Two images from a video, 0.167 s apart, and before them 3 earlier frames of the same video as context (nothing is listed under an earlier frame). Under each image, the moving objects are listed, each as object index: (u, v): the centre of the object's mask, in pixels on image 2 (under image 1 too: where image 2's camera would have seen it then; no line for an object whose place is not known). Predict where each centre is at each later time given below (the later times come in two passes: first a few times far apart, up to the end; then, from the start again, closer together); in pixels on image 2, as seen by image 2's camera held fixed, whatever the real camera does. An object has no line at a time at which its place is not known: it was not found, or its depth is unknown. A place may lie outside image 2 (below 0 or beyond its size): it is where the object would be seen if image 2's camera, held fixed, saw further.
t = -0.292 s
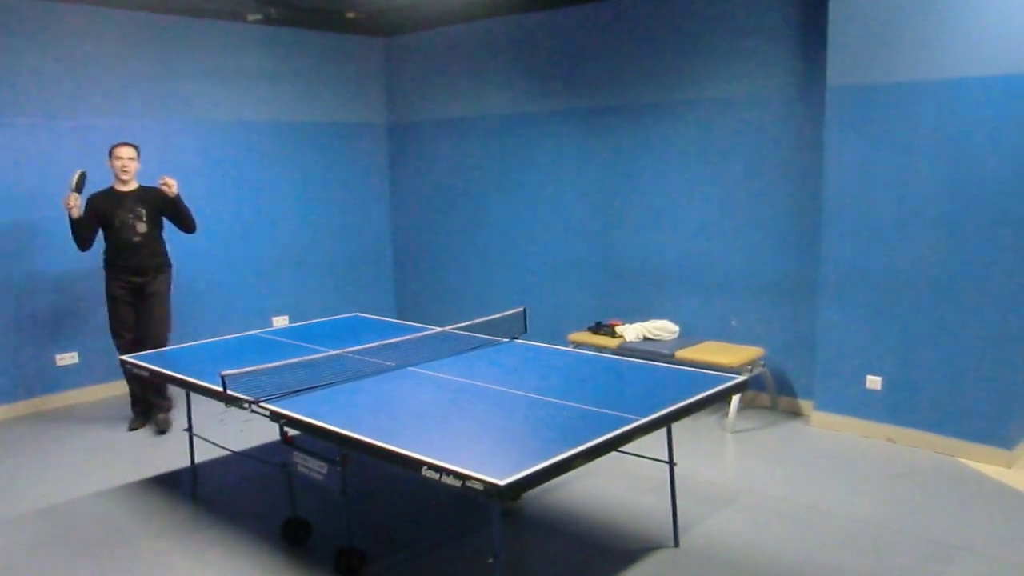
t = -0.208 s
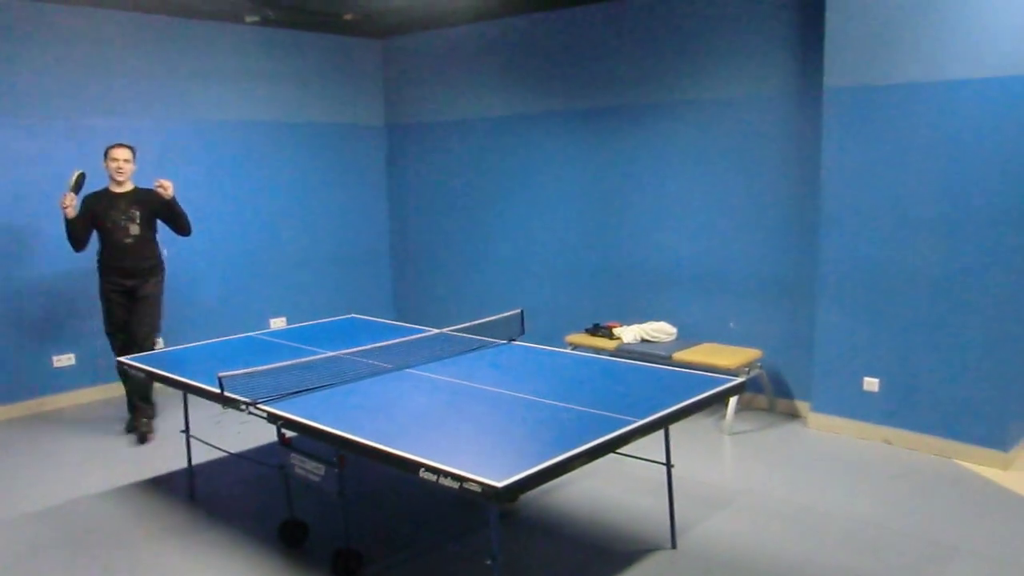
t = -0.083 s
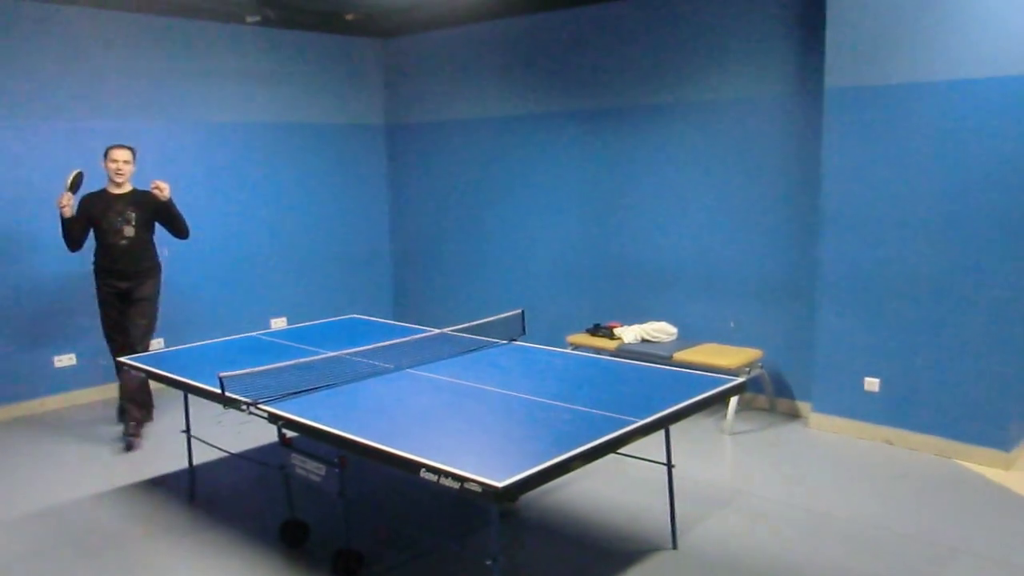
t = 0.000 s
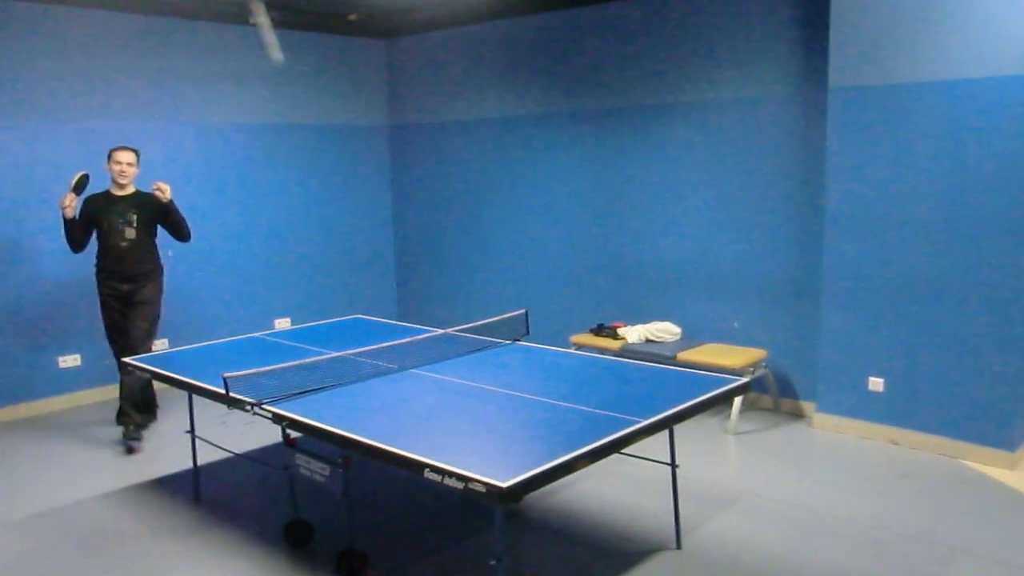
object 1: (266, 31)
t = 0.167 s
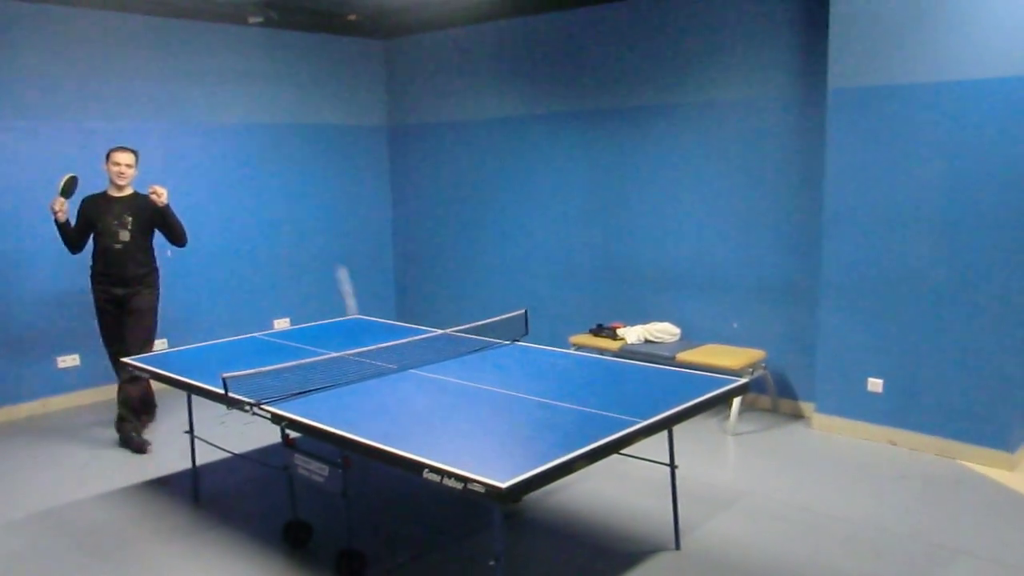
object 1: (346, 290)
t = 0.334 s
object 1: (393, 336)
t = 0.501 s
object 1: (437, 192)
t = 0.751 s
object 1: (506, 138)
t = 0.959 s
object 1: (558, 214)
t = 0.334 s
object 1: (393, 336)
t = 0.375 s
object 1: (403, 291)
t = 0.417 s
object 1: (413, 253)
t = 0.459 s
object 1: (425, 220)
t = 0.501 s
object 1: (437, 192)
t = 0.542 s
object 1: (449, 170)
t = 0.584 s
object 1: (461, 154)
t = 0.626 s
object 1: (472, 143)
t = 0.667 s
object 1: (484, 136)
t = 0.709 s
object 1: (495, 135)
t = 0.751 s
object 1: (506, 138)
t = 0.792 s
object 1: (517, 145)
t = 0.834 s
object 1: (528, 157)
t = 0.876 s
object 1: (539, 173)
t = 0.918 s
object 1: (549, 192)
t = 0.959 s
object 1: (558, 214)
